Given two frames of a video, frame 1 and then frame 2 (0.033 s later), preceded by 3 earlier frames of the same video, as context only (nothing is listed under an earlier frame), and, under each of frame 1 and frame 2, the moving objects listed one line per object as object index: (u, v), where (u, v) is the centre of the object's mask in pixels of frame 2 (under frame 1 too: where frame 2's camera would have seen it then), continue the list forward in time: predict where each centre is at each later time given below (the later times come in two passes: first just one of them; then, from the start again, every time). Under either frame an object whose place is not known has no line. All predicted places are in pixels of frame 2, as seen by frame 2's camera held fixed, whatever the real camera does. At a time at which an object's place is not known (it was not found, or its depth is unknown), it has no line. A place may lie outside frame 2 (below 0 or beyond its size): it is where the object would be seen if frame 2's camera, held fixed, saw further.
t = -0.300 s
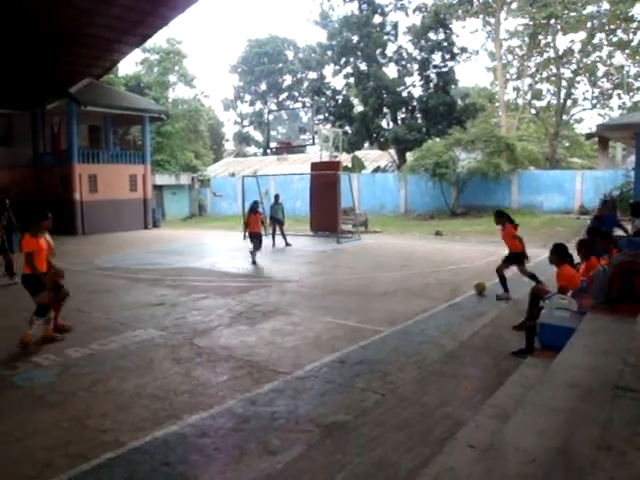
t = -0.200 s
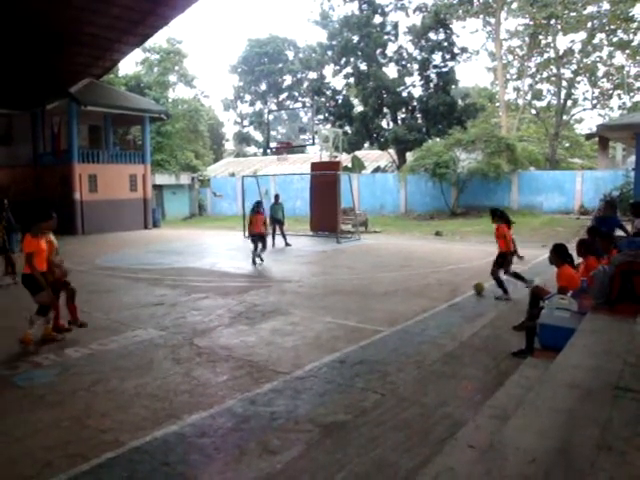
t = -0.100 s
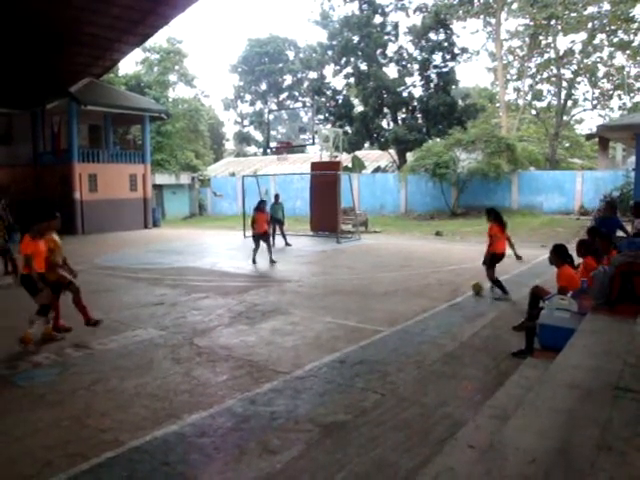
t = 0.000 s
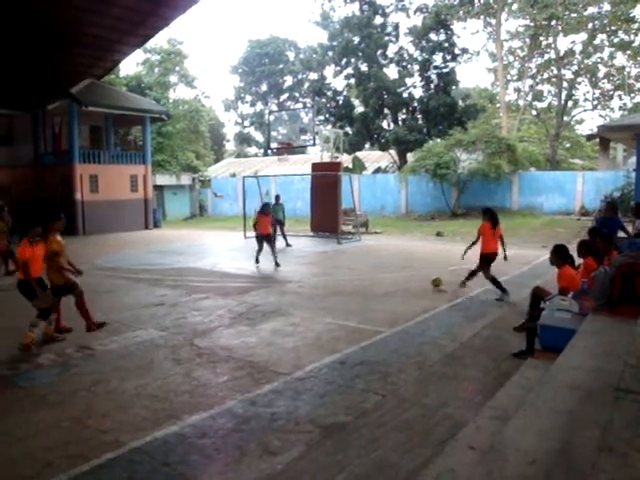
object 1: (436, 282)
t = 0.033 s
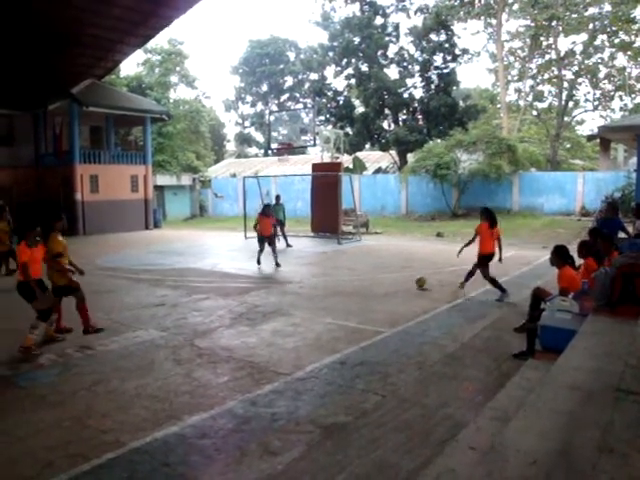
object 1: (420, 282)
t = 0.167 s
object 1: (364, 275)
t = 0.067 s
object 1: (405, 281)
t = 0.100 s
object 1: (391, 278)
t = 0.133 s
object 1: (377, 276)
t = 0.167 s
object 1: (364, 275)
